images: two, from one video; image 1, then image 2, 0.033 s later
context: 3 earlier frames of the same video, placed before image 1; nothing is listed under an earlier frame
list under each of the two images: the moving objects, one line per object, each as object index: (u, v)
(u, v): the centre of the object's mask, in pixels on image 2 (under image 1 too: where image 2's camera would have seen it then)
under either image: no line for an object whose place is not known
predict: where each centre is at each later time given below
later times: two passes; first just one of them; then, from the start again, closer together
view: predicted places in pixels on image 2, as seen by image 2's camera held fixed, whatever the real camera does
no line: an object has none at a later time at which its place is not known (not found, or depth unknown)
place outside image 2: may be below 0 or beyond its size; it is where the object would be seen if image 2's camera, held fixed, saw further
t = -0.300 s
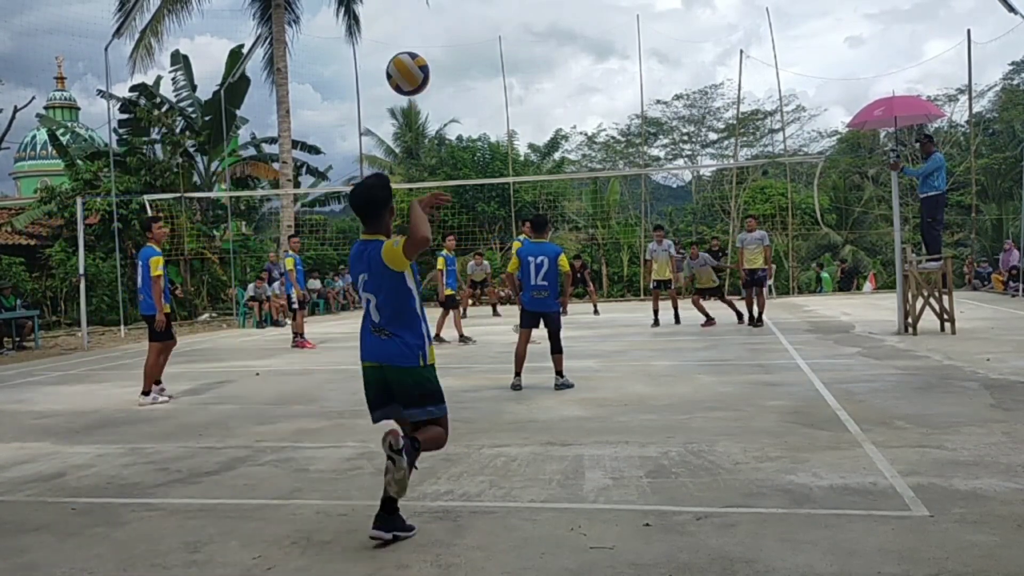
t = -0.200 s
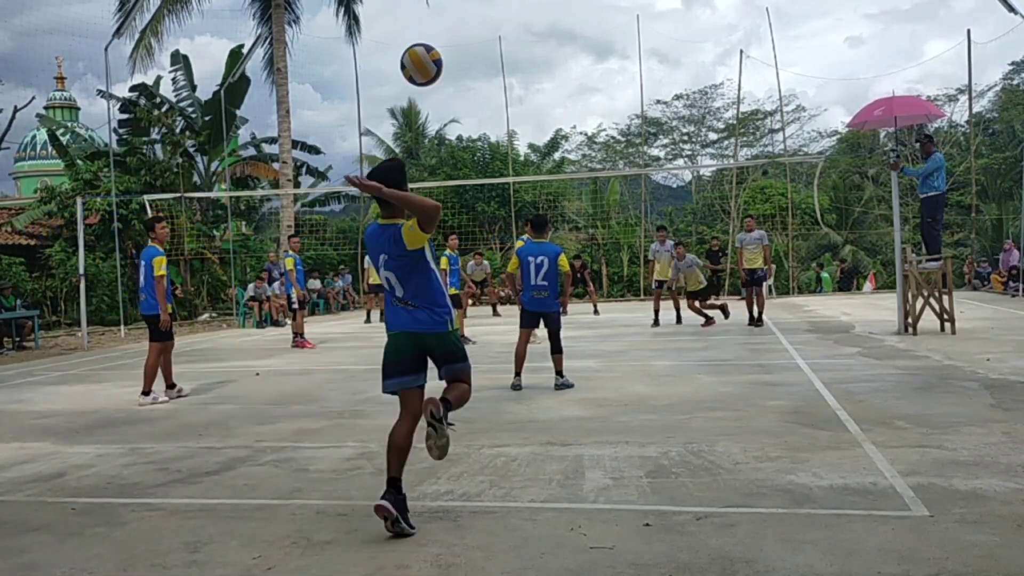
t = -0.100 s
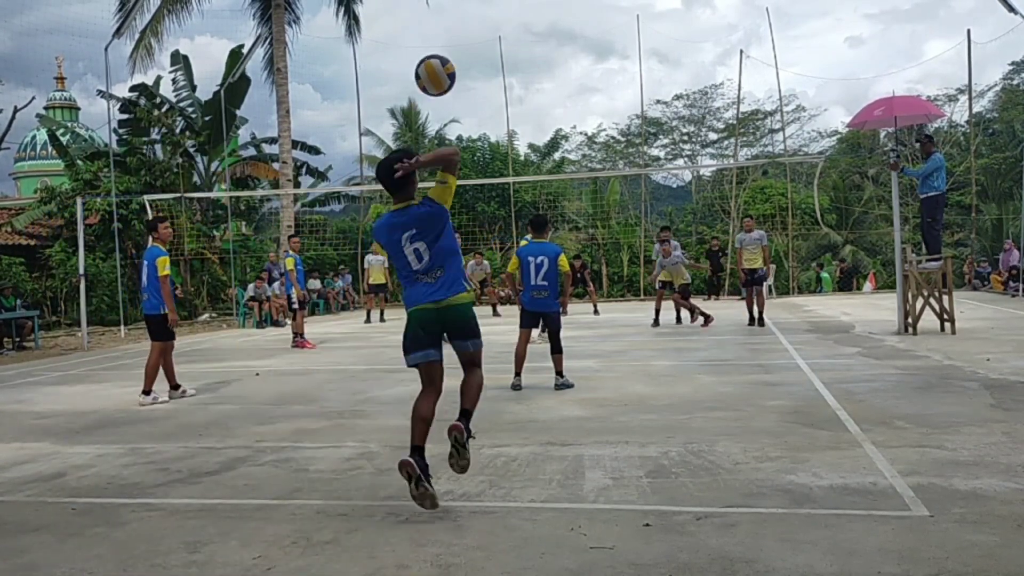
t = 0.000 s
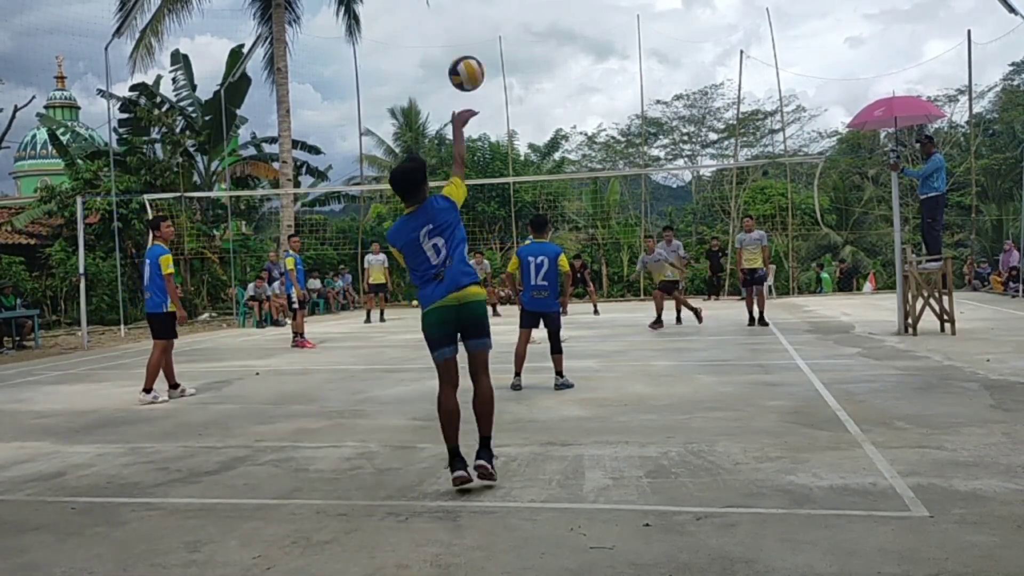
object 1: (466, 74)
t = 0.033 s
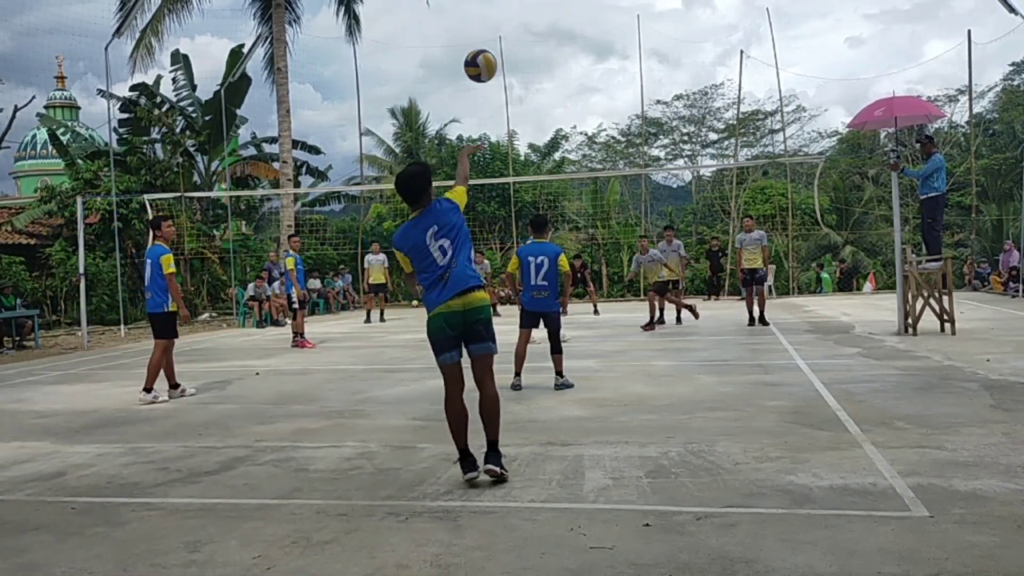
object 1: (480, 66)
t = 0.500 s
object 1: (561, 107)
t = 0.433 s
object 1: (557, 94)
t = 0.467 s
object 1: (559, 101)
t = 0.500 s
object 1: (561, 107)
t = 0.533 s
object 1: (563, 114)
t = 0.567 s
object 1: (565, 121)
